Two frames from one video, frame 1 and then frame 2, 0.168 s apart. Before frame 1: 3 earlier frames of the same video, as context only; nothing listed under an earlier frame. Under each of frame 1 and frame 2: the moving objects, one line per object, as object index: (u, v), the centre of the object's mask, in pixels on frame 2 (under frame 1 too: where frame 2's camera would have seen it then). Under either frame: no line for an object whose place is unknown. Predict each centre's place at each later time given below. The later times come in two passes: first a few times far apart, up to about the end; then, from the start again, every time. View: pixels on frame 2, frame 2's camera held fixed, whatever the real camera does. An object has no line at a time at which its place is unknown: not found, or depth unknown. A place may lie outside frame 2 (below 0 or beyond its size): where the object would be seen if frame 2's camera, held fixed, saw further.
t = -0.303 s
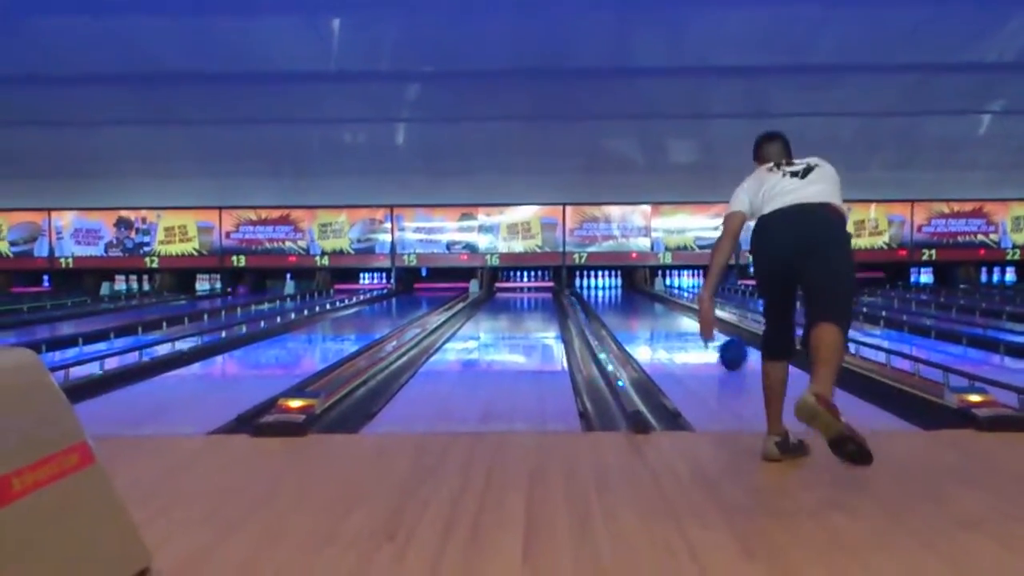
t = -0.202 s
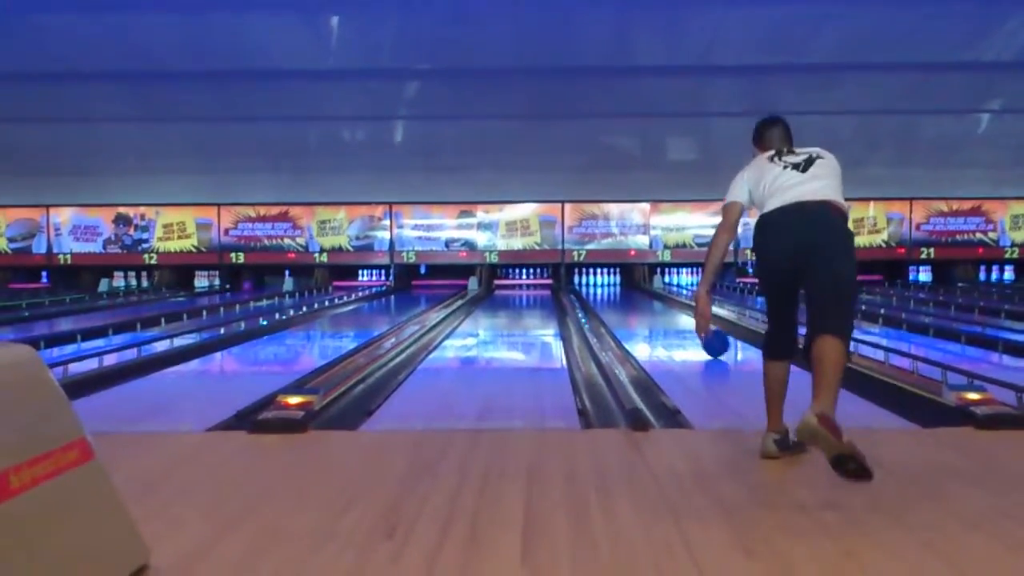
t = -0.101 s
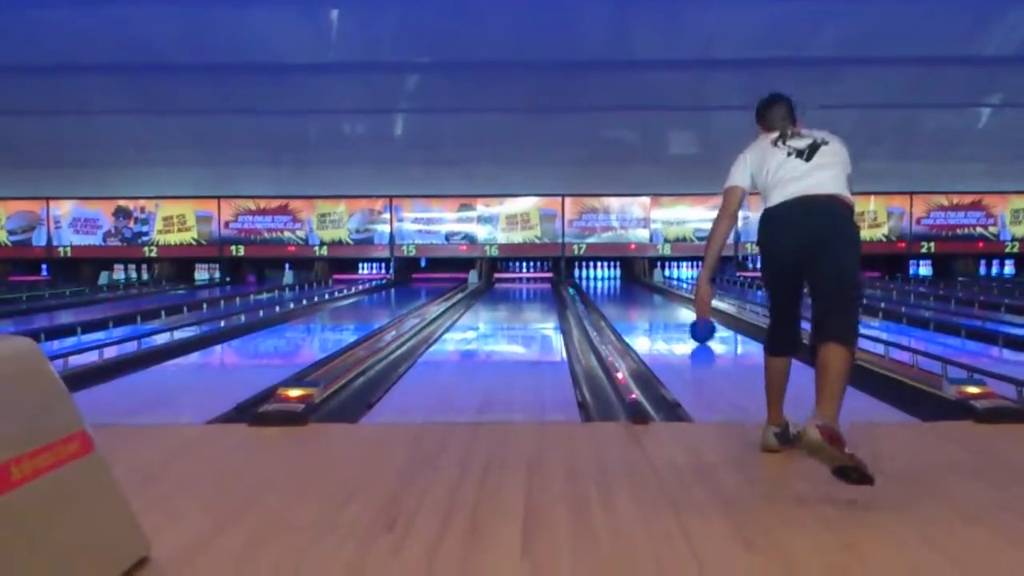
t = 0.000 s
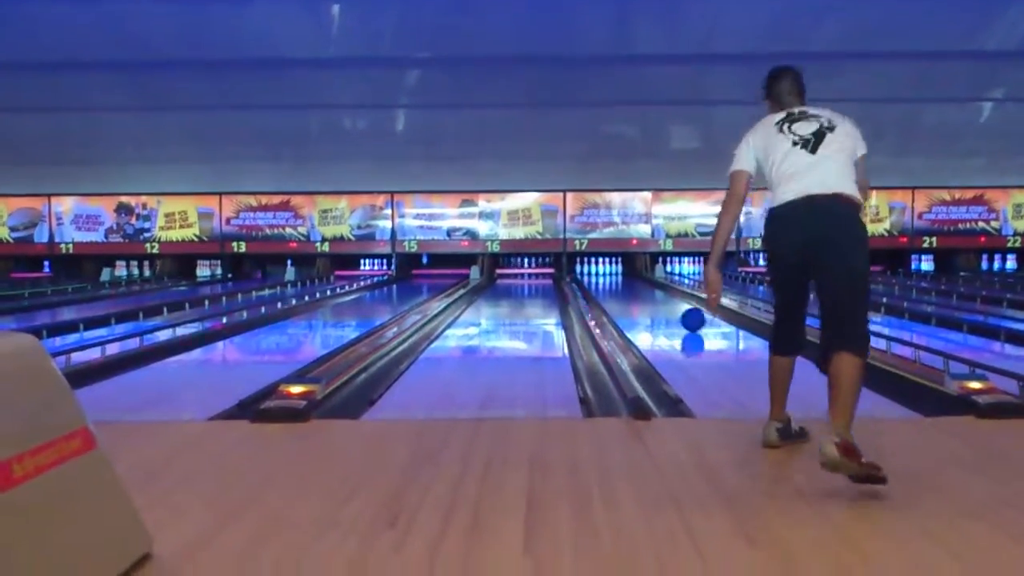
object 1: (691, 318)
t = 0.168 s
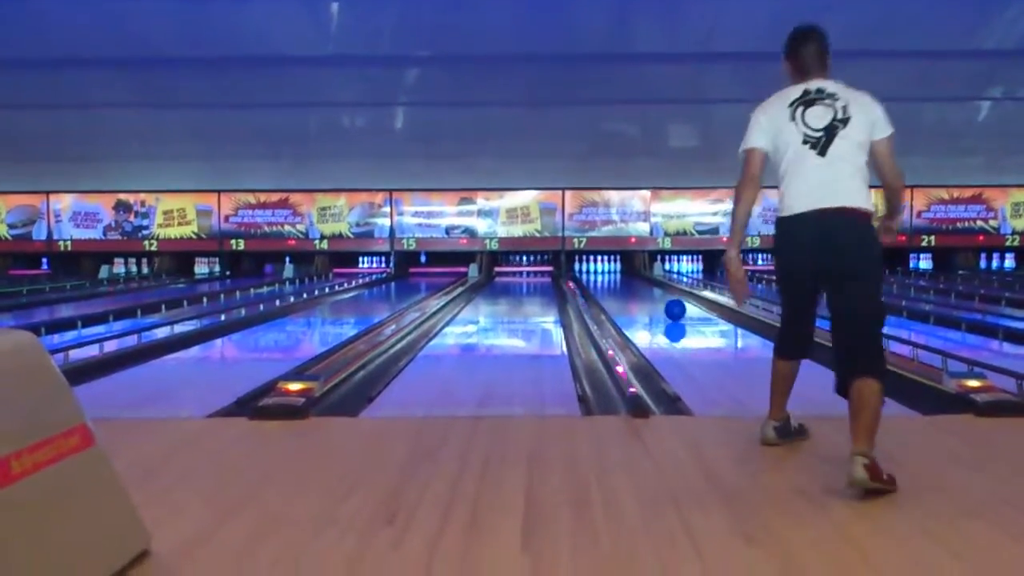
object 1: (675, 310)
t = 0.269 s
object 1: (666, 305)
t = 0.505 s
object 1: (651, 298)
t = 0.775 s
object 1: (637, 291)
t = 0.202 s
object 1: (672, 308)
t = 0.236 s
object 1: (669, 307)
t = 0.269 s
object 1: (666, 305)
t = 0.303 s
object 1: (664, 304)
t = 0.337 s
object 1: (661, 303)
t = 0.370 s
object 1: (659, 301)
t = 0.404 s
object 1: (658, 300)
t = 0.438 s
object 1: (655, 299)
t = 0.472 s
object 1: (653, 299)
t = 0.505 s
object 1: (651, 298)
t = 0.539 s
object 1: (649, 297)
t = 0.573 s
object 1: (648, 296)
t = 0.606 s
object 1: (646, 295)
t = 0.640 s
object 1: (644, 293)
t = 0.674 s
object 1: (642, 291)
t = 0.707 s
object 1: (640, 292)
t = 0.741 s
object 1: (638, 292)
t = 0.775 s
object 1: (637, 291)
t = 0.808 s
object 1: (636, 289)
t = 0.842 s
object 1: (634, 288)
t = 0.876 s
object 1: (632, 287)
